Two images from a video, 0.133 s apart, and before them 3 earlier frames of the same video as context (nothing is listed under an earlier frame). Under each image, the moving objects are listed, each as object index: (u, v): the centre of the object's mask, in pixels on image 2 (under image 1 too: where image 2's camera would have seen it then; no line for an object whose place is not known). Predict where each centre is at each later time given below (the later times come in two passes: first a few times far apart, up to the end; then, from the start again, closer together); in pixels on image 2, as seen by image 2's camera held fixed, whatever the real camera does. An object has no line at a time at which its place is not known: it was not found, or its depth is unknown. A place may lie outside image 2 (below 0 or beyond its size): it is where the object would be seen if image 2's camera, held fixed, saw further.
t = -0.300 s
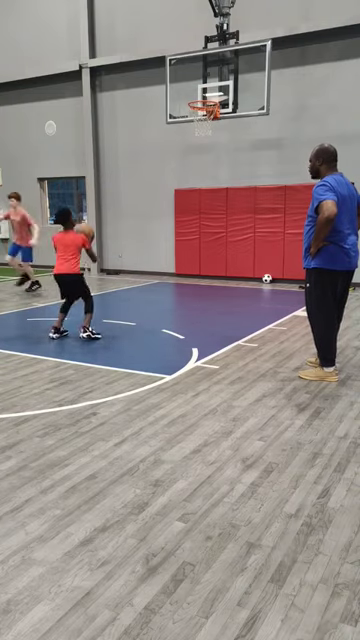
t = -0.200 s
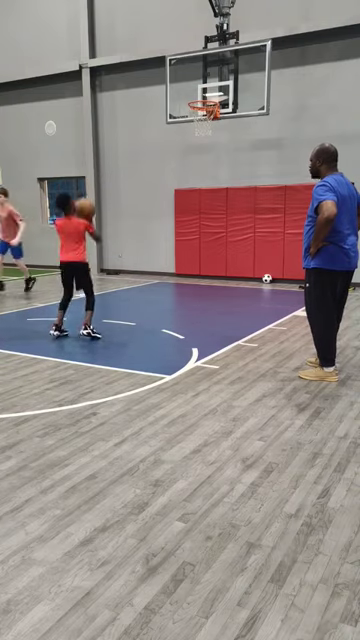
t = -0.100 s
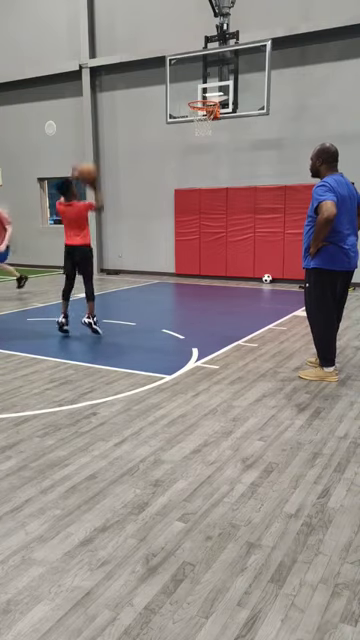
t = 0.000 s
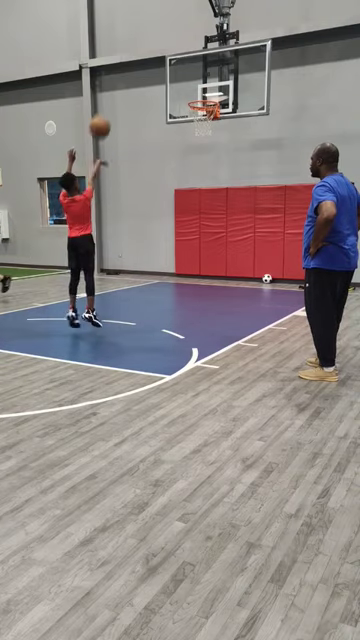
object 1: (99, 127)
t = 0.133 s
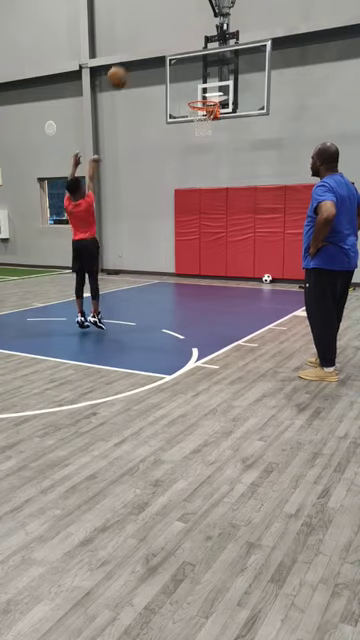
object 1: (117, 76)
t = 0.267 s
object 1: (133, 48)
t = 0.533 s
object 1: (162, 35)
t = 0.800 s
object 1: (187, 73)
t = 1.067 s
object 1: (206, 99)
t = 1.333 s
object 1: (198, 96)
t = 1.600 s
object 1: (204, 127)
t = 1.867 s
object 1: (212, 182)
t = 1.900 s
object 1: (214, 191)
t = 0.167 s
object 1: (121, 69)
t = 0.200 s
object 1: (125, 58)
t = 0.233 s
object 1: (129, 53)
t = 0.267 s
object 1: (133, 48)
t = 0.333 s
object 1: (141, 39)
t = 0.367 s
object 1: (145, 36)
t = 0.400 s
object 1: (148, 34)
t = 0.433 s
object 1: (152, 33)
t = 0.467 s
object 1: (156, 33)
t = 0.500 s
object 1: (159, 33)
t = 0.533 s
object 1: (162, 35)
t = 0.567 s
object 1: (166, 37)
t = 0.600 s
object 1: (169, 41)
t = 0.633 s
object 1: (173, 44)
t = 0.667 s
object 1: (176, 49)
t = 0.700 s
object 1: (179, 53)
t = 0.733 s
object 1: (182, 61)
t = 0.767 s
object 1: (184, 66)
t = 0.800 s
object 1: (187, 73)
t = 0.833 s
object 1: (190, 81)
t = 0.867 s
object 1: (193, 91)
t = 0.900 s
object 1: (195, 94)
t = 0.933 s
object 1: (197, 95)
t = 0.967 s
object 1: (199, 95)
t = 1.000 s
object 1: (202, 97)
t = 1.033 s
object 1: (205, 99)
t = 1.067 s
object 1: (206, 99)
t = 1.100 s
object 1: (206, 97)
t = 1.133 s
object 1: (207, 96)
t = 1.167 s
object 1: (208, 95)
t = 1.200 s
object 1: (206, 95)
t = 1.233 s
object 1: (204, 96)
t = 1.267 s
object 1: (203, 95)
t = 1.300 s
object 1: (201, 95)
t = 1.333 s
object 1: (198, 96)
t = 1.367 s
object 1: (197, 98)
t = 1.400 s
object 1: (195, 103)
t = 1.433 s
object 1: (197, 108)
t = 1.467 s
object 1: (198, 110)
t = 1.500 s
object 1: (201, 114)
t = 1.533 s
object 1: (202, 118)
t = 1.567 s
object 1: (203, 123)
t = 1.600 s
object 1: (204, 127)
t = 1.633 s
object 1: (205, 133)
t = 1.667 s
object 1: (206, 138)
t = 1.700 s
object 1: (207, 144)
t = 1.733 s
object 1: (208, 151)
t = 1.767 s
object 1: (209, 157)
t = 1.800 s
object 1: (211, 166)
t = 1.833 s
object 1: (211, 173)
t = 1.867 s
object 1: (212, 182)
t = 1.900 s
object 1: (214, 191)
